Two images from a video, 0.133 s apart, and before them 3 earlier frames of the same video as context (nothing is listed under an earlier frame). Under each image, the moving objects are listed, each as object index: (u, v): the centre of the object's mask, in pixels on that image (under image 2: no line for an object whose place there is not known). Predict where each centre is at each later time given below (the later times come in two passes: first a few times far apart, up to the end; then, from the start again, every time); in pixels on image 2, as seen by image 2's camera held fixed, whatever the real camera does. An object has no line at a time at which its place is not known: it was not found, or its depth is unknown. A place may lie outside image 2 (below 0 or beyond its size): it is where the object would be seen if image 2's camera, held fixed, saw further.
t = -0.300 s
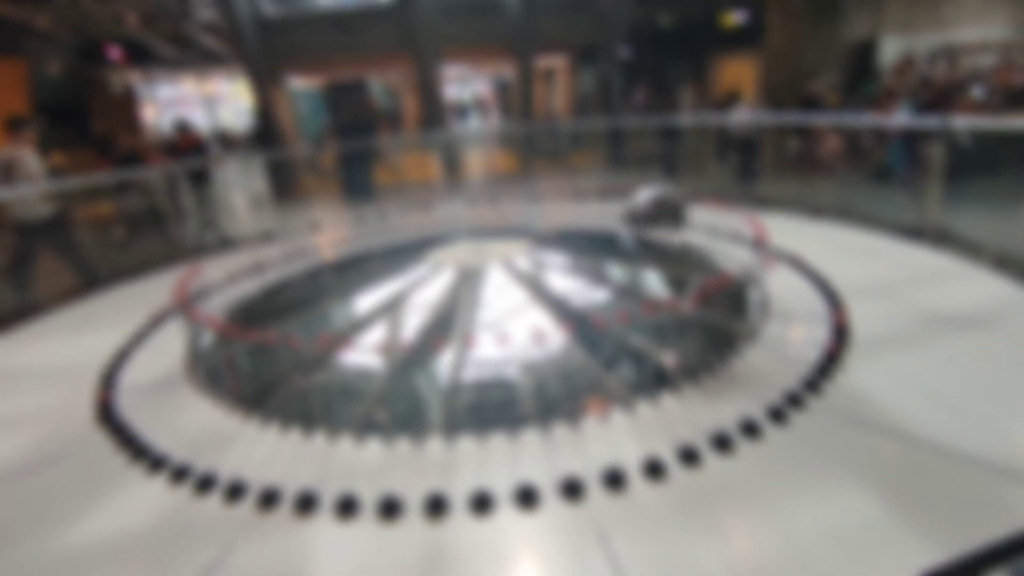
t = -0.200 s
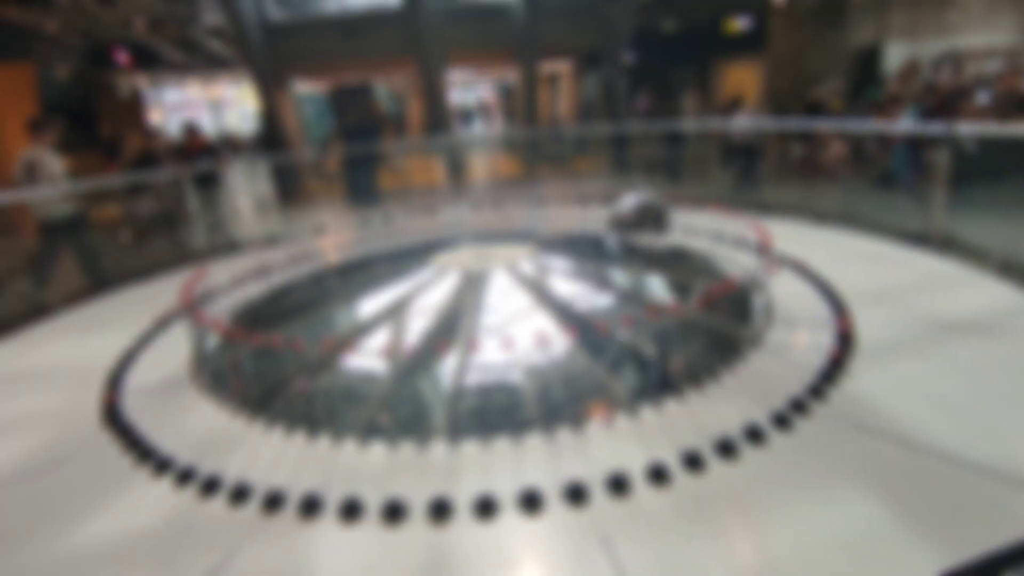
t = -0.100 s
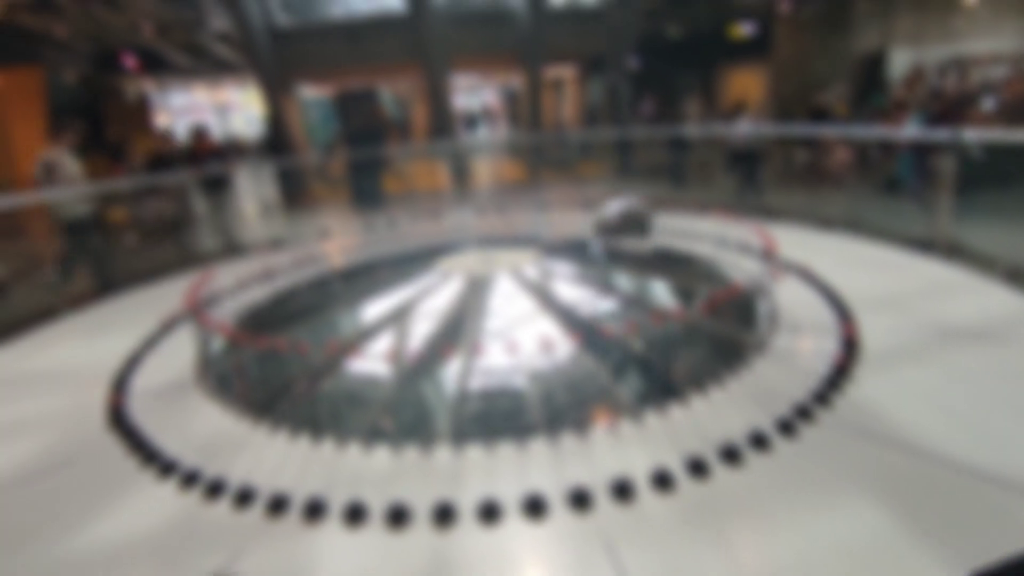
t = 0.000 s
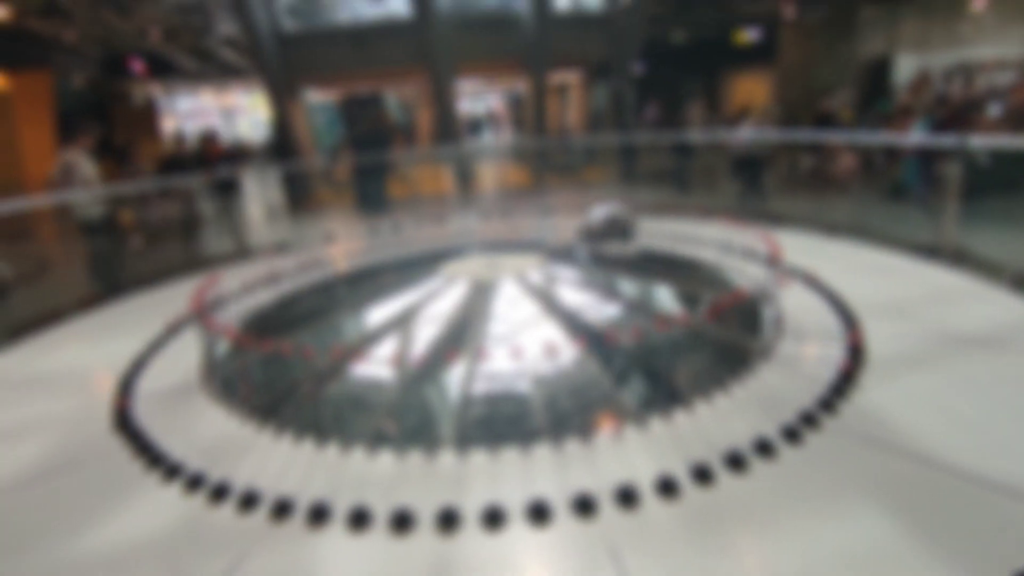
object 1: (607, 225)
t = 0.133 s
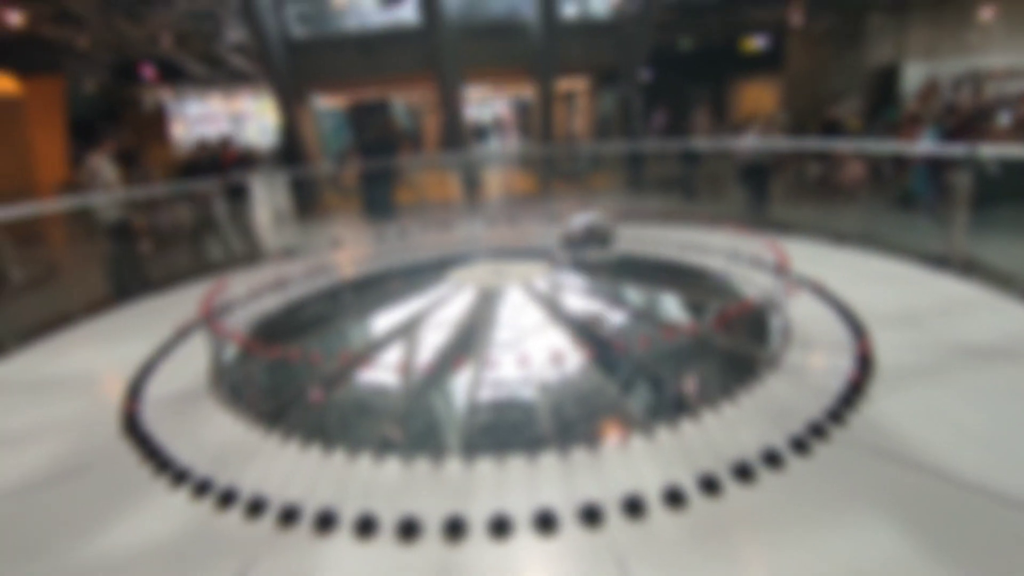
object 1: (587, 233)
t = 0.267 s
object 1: (562, 232)
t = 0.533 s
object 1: (513, 240)
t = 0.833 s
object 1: (465, 234)
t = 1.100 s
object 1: (428, 227)
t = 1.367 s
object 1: (398, 220)
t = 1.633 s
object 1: (375, 213)
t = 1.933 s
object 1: (356, 208)
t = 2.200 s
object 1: (345, 205)
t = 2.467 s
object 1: (341, 203)
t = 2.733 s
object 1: (342, 203)
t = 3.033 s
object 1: (349, 206)
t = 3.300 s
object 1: (363, 210)
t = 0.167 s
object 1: (580, 233)
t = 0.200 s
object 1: (574, 232)
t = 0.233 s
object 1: (567, 233)
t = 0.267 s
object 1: (562, 232)
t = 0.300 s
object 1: (554, 231)
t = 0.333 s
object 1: (547, 232)
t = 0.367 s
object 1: (544, 242)
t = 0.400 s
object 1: (538, 242)
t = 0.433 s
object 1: (531, 241)
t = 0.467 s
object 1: (525, 241)
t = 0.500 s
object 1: (519, 240)
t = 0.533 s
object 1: (513, 240)
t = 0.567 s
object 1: (507, 240)
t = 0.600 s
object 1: (502, 239)
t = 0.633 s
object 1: (496, 238)
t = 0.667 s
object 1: (491, 237)
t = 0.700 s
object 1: (485, 237)
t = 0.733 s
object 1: (480, 236)
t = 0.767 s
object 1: (475, 236)
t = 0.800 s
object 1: (470, 235)
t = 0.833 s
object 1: (465, 234)
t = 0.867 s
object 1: (460, 233)
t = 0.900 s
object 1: (455, 232)
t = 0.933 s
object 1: (450, 231)
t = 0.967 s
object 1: (446, 231)
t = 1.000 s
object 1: (441, 230)
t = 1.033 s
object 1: (437, 229)
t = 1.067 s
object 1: (432, 227)
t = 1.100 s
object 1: (428, 227)
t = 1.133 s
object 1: (424, 226)
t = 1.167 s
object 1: (420, 225)
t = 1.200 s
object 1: (416, 225)
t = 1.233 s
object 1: (412, 223)
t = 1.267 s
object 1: (408, 223)
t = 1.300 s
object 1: (405, 222)
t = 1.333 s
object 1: (401, 221)
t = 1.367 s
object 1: (398, 220)
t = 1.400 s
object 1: (395, 219)
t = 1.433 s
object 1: (391, 218)
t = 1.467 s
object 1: (388, 217)
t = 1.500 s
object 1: (386, 216)
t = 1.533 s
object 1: (383, 215)
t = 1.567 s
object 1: (380, 214)
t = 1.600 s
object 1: (377, 214)
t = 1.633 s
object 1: (375, 213)
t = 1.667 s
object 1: (372, 212)
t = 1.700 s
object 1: (370, 212)
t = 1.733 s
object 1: (368, 211)
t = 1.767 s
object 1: (365, 211)
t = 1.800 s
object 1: (363, 210)
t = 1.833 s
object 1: (361, 209)
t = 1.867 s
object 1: (359, 209)
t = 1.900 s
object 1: (357, 209)
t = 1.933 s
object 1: (356, 208)
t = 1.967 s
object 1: (354, 208)
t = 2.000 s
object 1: (353, 207)
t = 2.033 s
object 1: (352, 206)
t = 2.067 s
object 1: (350, 206)
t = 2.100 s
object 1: (349, 206)
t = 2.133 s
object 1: (347, 205)
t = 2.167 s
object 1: (346, 205)
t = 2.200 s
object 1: (345, 205)
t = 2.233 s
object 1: (344, 204)
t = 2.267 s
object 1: (344, 204)
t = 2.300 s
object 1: (343, 204)
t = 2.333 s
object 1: (343, 204)
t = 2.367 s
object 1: (342, 203)
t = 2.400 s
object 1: (341, 203)
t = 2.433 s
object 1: (341, 203)
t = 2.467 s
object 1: (341, 203)
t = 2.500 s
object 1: (341, 203)
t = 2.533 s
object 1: (341, 203)
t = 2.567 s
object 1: (341, 203)
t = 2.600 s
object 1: (341, 203)
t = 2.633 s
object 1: (341, 203)
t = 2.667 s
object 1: (341, 203)
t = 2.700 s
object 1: (341, 203)
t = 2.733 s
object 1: (342, 203)
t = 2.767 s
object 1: (342, 203)
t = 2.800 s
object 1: (343, 204)
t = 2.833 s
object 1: (343, 204)
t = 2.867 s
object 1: (344, 204)
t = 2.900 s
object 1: (345, 204)
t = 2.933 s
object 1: (346, 205)
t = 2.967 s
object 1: (347, 205)
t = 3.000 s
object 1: (348, 205)
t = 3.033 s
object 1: (349, 206)
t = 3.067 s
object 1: (351, 206)
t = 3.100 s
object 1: (352, 207)
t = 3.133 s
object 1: (354, 207)
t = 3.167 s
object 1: (355, 208)
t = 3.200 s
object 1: (357, 208)
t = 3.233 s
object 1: (359, 209)
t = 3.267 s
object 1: (360, 209)
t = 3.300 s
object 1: (363, 210)
